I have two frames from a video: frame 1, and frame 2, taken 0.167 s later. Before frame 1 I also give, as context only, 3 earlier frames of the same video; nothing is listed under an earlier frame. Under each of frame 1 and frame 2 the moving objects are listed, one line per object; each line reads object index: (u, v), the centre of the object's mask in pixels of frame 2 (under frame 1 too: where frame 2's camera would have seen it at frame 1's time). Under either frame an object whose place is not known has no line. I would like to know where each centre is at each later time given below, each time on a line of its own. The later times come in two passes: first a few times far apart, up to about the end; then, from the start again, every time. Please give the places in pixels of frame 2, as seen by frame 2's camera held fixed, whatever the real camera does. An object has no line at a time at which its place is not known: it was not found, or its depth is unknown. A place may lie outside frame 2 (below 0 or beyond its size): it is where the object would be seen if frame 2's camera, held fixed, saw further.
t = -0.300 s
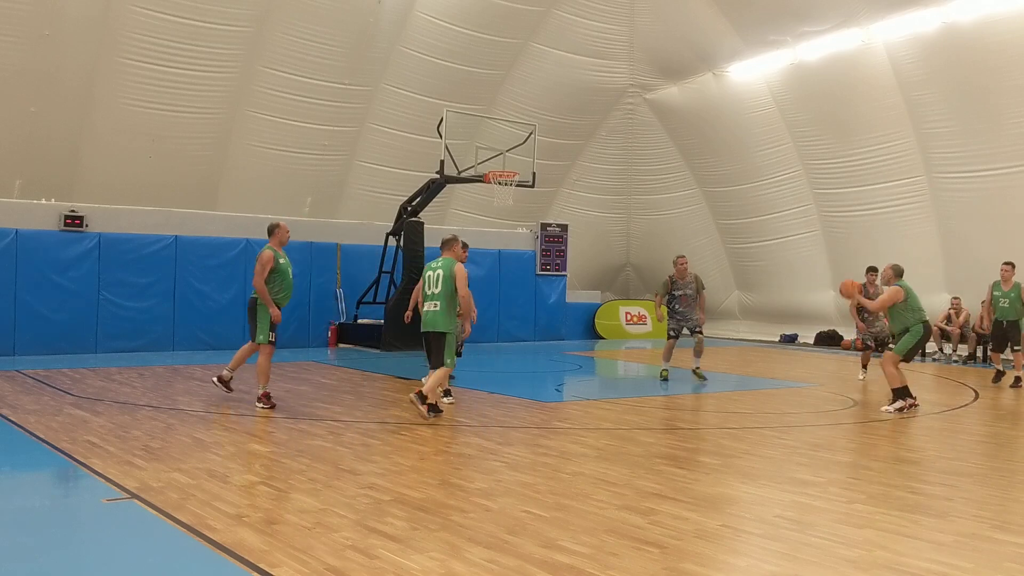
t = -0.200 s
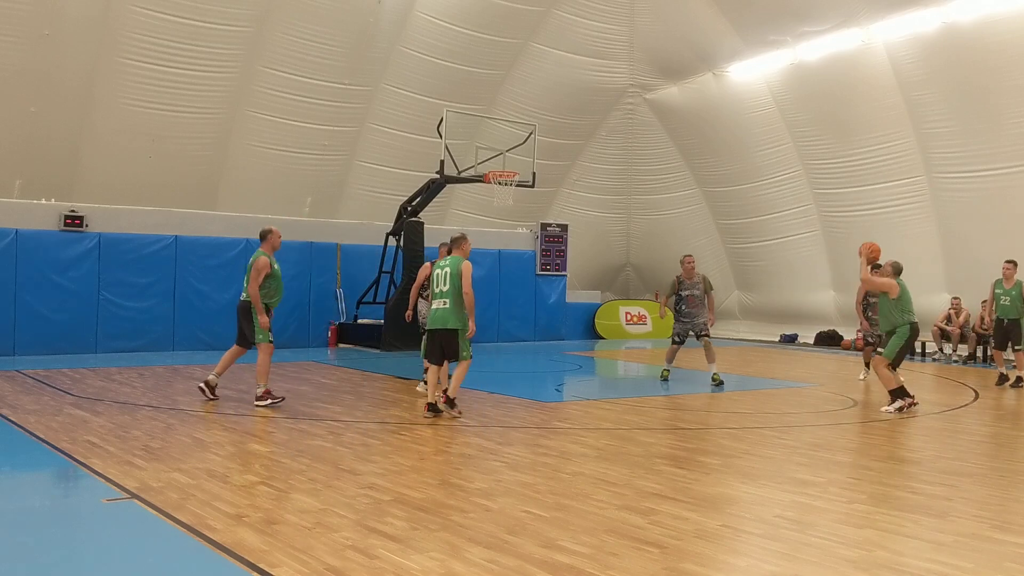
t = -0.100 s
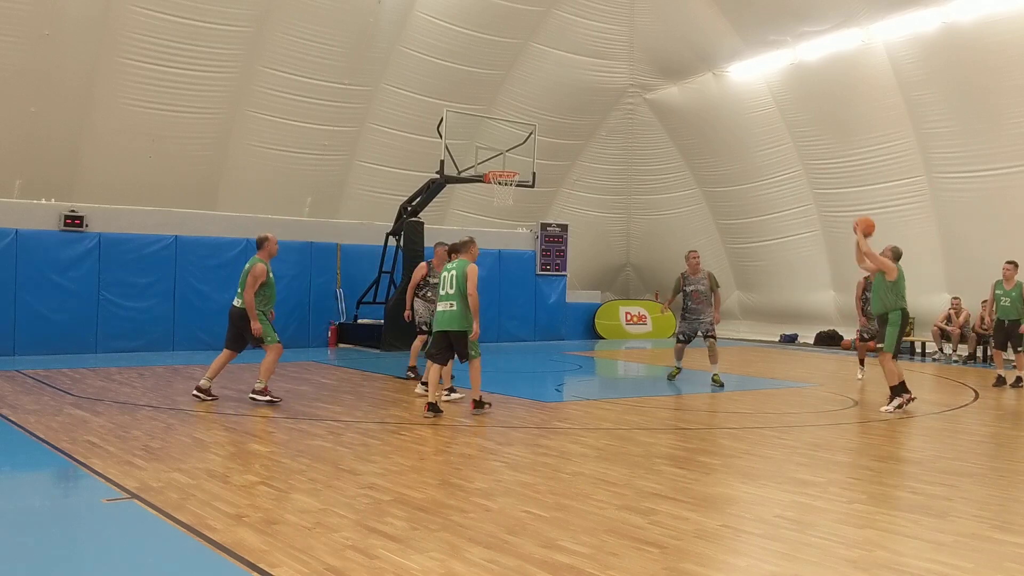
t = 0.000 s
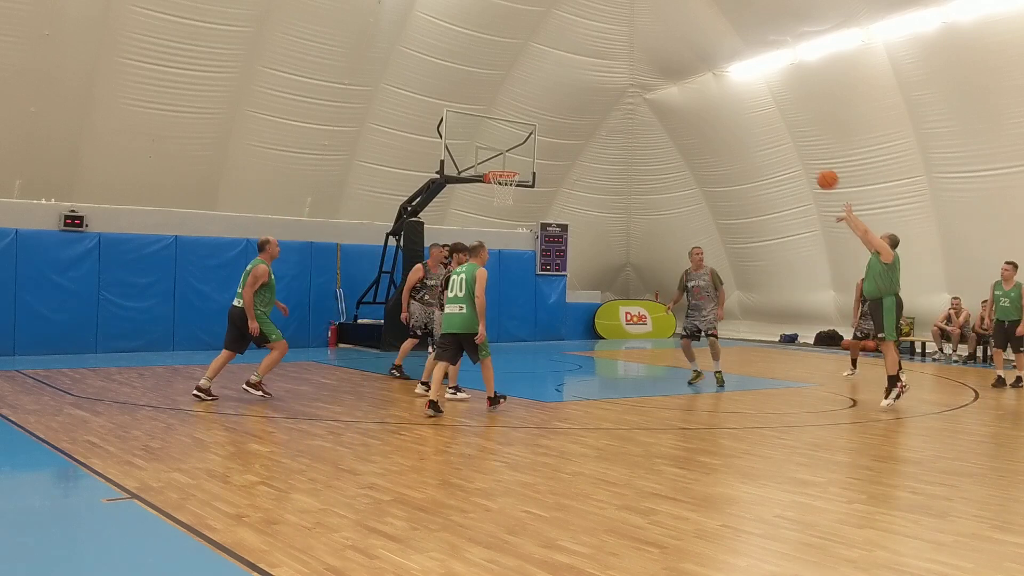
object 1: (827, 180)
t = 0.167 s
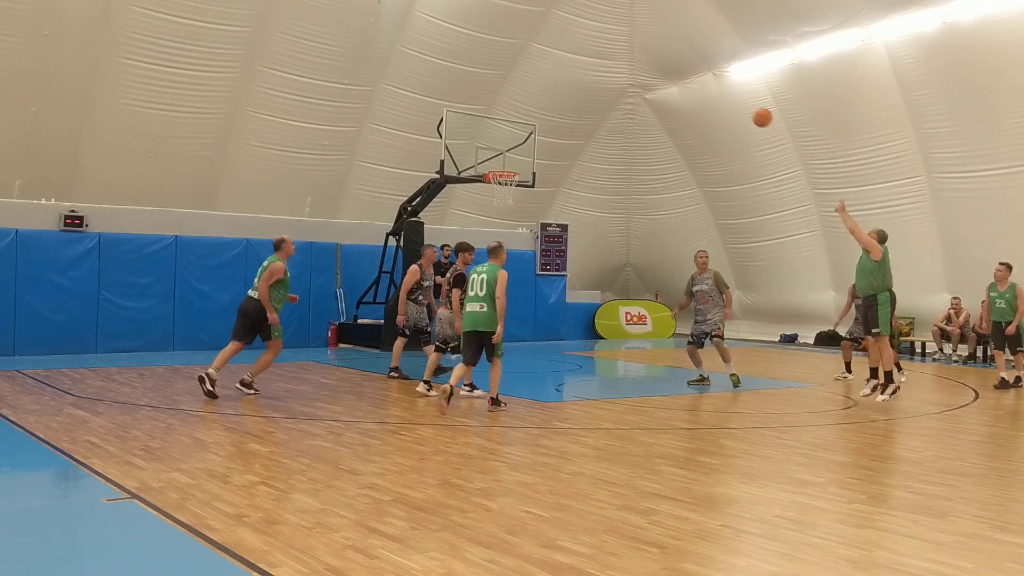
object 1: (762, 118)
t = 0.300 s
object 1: (715, 86)
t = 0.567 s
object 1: (628, 68)
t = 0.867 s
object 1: (544, 104)
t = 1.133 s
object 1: (486, 163)
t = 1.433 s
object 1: (504, 152)
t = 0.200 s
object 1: (750, 108)
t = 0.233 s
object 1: (738, 100)
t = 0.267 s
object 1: (726, 93)
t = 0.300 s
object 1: (715, 86)
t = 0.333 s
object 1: (703, 81)
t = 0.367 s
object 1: (692, 77)
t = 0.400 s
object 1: (681, 73)
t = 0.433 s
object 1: (670, 71)
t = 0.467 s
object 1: (659, 69)
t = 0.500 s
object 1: (649, 68)
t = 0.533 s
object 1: (639, 67)
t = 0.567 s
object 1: (628, 68)
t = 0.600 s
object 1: (619, 69)
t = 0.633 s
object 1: (608, 71)
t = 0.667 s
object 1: (599, 74)
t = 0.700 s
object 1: (589, 77)
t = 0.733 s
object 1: (580, 81)
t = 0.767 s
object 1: (571, 86)
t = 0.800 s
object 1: (562, 91)
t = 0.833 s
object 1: (553, 97)
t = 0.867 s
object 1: (544, 104)
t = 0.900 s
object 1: (536, 111)
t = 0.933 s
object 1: (527, 119)
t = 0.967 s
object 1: (519, 128)
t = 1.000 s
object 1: (511, 136)
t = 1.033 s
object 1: (502, 146)
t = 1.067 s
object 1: (495, 156)
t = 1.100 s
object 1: (487, 165)
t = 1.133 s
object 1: (486, 163)
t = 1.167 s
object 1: (488, 159)
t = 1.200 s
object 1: (490, 155)
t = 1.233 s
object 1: (492, 153)
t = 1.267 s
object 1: (494, 151)
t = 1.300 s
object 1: (496, 150)
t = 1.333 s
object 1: (498, 149)
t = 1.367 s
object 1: (500, 149)
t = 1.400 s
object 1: (502, 150)
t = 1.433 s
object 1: (504, 152)
